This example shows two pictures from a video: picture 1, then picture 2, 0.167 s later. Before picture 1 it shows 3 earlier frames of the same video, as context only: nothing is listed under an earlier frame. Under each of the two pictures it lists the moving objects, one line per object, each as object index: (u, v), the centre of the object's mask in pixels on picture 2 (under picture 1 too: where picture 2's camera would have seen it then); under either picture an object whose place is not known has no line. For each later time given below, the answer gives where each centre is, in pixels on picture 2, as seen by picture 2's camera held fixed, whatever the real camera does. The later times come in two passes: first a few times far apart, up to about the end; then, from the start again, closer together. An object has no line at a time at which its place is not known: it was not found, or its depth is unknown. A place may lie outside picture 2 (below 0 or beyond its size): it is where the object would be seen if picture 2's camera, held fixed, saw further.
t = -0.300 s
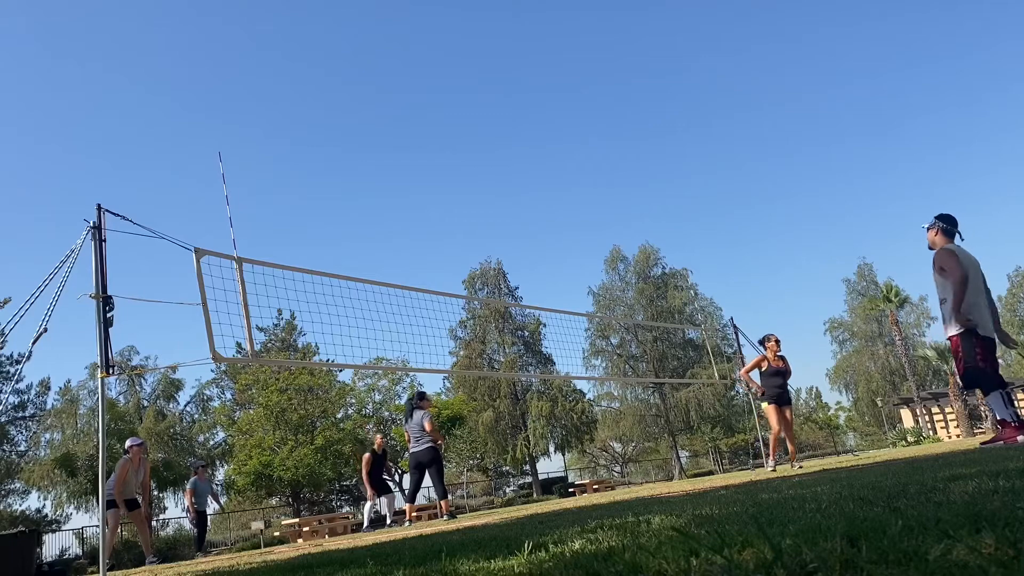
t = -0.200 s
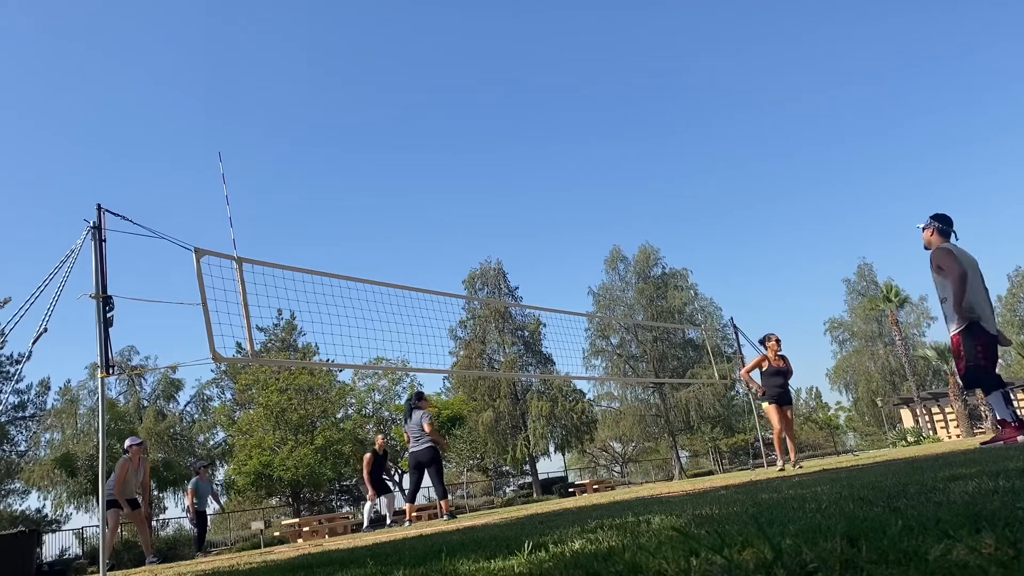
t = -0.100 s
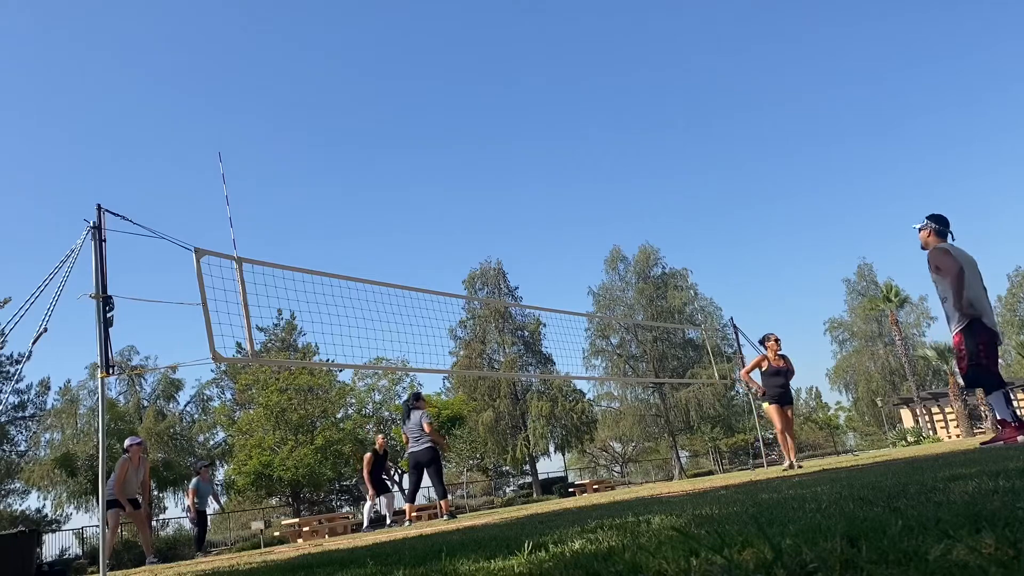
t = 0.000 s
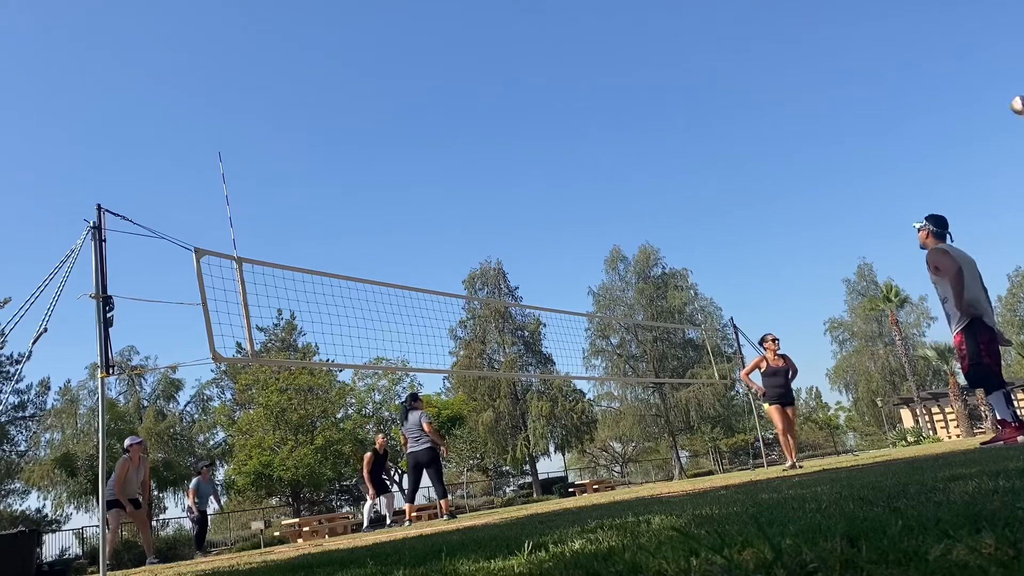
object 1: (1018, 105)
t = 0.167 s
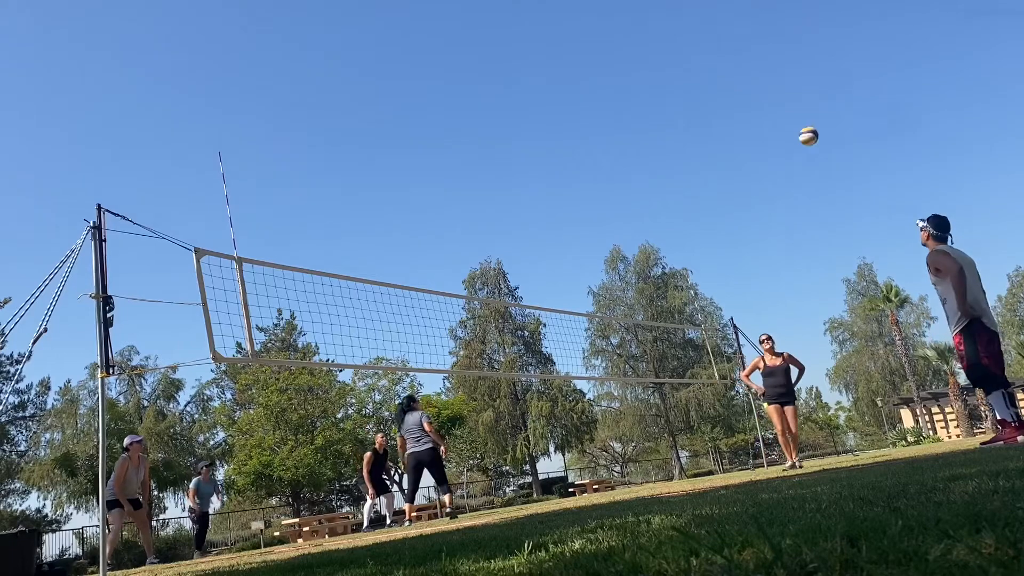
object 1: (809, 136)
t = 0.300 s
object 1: (671, 168)
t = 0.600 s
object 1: (432, 262)
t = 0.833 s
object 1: (286, 354)
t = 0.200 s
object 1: (772, 143)
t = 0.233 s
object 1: (737, 151)
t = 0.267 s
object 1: (703, 159)
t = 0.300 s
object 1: (671, 168)
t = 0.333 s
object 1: (640, 177)
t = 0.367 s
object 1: (609, 186)
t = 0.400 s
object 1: (581, 196)
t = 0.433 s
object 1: (554, 206)
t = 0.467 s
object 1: (528, 217)
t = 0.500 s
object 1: (502, 228)
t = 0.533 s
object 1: (478, 239)
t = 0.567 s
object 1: (454, 250)
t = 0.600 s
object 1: (432, 262)
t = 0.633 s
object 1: (410, 274)
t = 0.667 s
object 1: (388, 287)
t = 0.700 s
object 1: (367, 299)
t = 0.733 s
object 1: (348, 313)
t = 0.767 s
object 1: (328, 327)
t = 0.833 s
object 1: (286, 354)
